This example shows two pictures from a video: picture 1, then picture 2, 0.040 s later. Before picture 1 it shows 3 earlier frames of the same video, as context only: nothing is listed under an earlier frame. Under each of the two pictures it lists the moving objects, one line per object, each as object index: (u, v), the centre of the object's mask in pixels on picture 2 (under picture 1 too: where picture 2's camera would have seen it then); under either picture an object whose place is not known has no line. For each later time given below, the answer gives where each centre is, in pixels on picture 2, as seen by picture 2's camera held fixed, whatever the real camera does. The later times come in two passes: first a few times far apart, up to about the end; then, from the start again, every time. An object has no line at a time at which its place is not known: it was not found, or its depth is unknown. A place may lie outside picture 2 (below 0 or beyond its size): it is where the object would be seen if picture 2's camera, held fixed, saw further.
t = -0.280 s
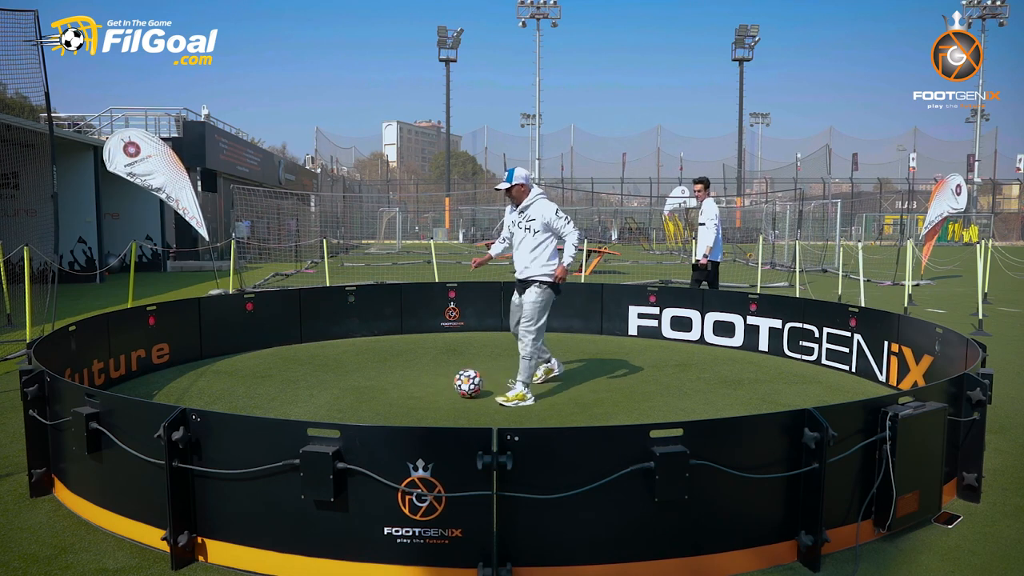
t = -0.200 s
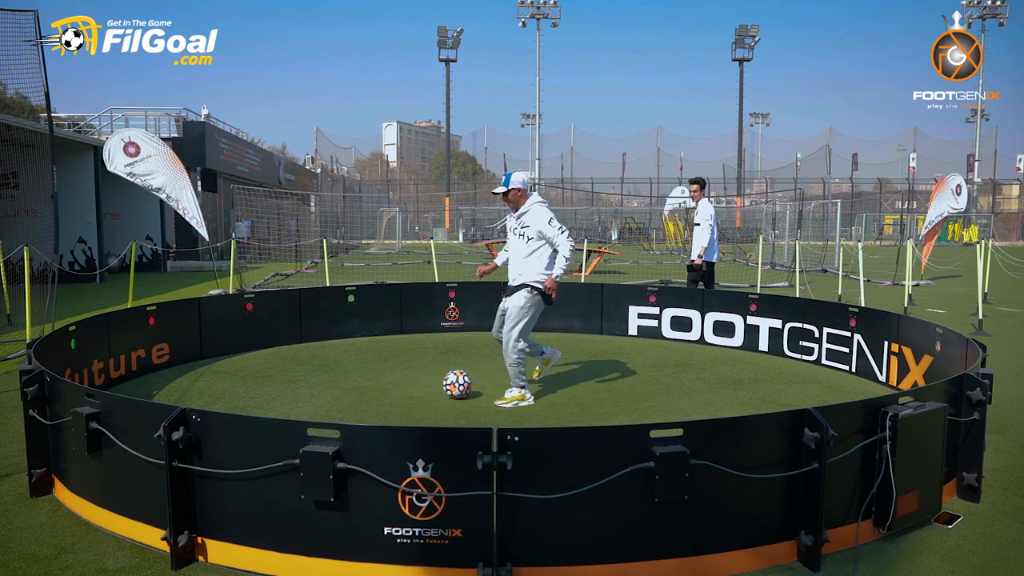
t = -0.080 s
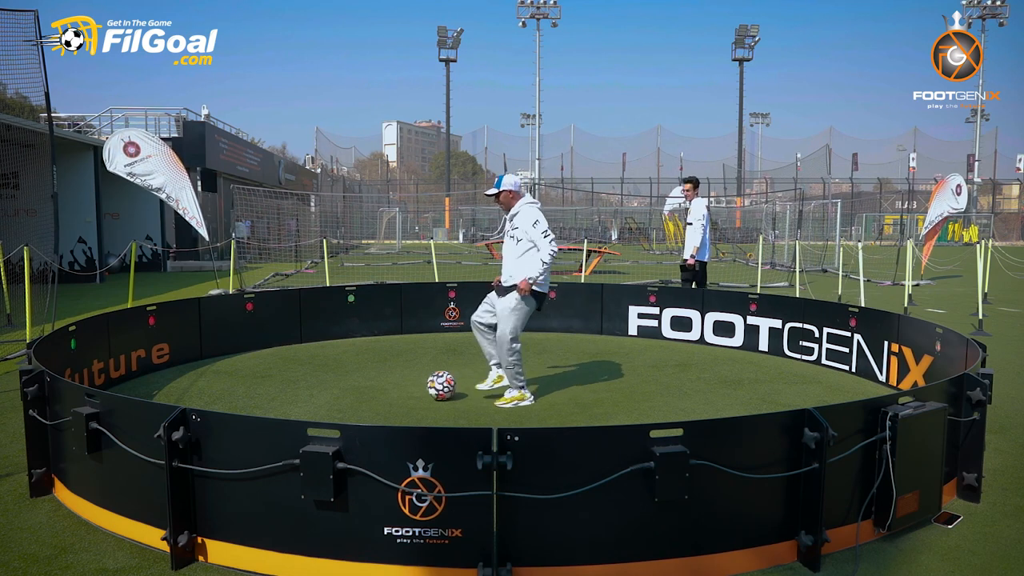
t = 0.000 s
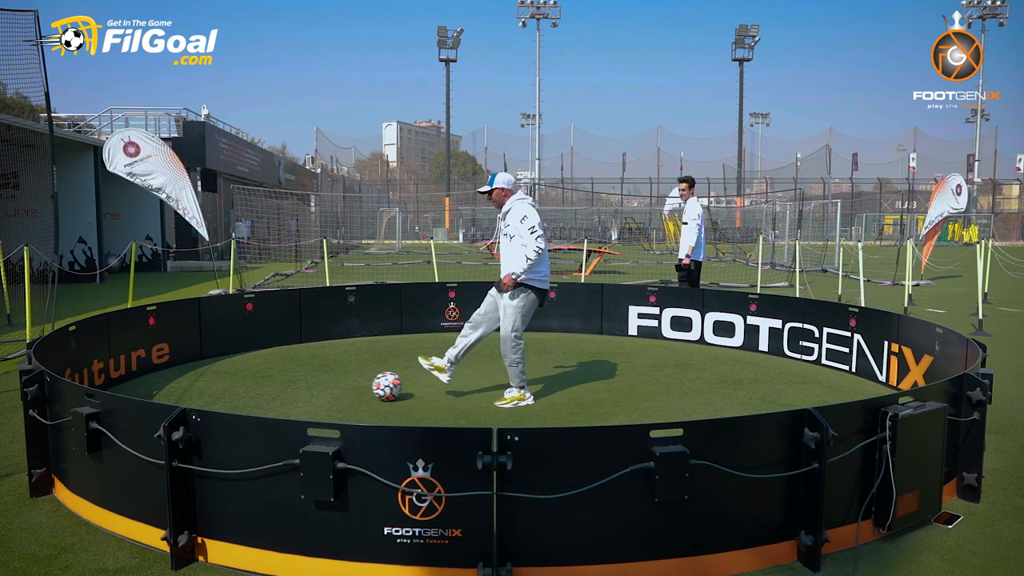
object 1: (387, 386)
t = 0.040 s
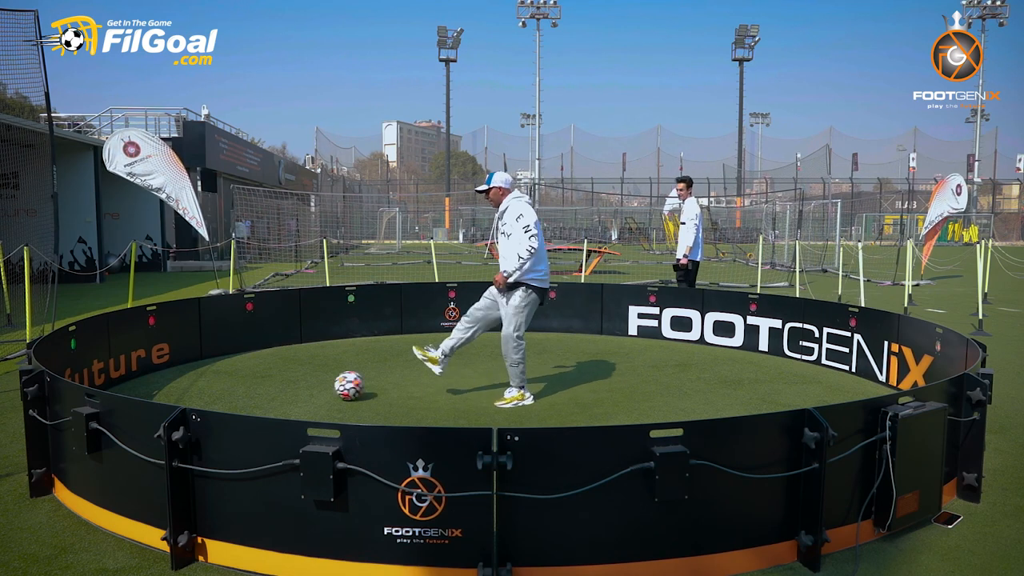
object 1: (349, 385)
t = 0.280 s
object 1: (151, 382)
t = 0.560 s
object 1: (222, 341)
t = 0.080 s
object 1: (312, 385)
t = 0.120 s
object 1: (277, 385)
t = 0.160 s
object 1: (243, 385)
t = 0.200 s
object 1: (211, 384)
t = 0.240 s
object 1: (180, 382)
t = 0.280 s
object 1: (151, 382)
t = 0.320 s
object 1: (121, 383)
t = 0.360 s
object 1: (111, 378)
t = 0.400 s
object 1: (134, 366)
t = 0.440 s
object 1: (156, 357)
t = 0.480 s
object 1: (179, 350)
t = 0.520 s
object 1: (200, 344)
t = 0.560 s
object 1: (222, 341)
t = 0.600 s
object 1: (243, 340)
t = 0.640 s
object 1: (264, 340)
